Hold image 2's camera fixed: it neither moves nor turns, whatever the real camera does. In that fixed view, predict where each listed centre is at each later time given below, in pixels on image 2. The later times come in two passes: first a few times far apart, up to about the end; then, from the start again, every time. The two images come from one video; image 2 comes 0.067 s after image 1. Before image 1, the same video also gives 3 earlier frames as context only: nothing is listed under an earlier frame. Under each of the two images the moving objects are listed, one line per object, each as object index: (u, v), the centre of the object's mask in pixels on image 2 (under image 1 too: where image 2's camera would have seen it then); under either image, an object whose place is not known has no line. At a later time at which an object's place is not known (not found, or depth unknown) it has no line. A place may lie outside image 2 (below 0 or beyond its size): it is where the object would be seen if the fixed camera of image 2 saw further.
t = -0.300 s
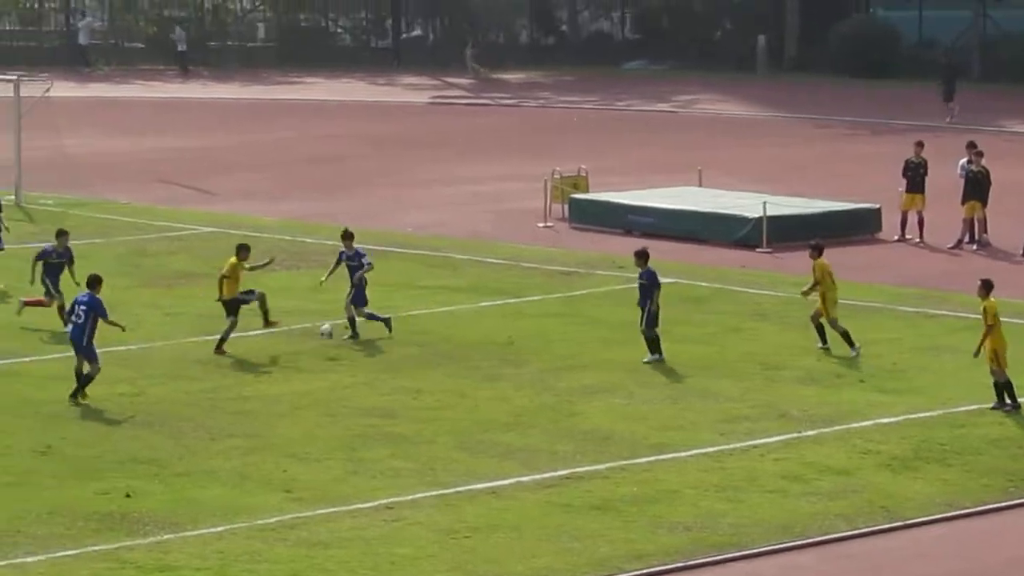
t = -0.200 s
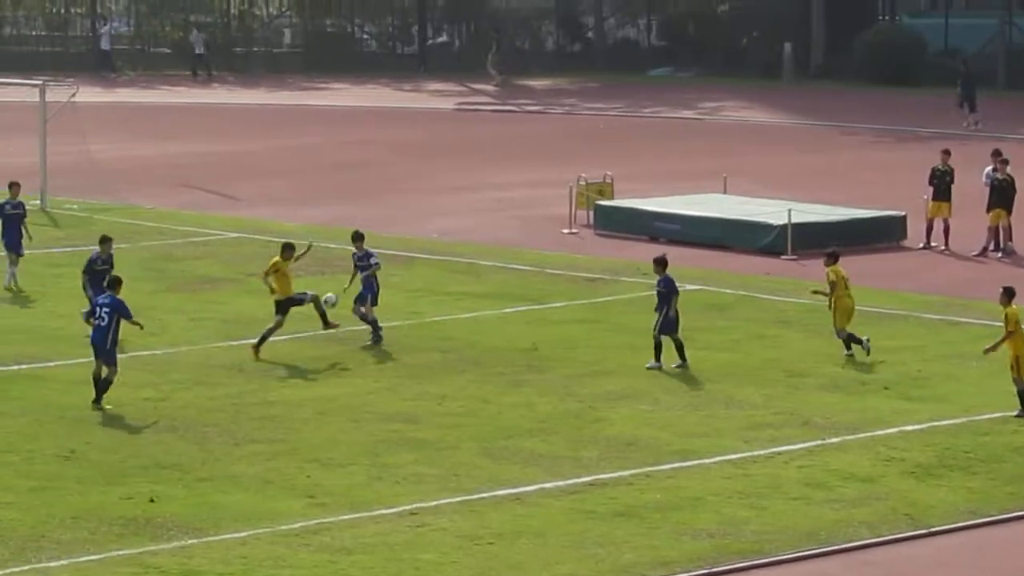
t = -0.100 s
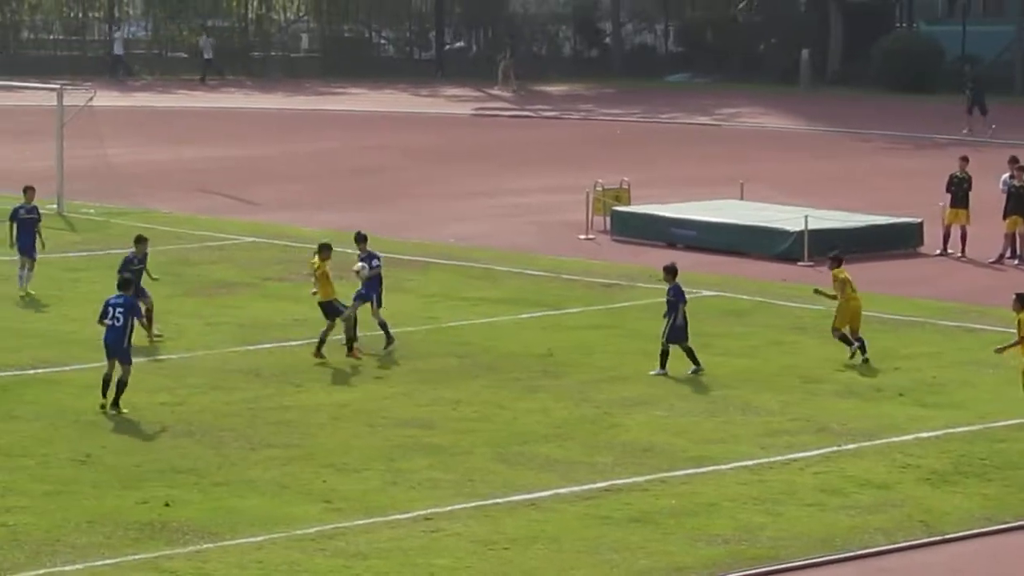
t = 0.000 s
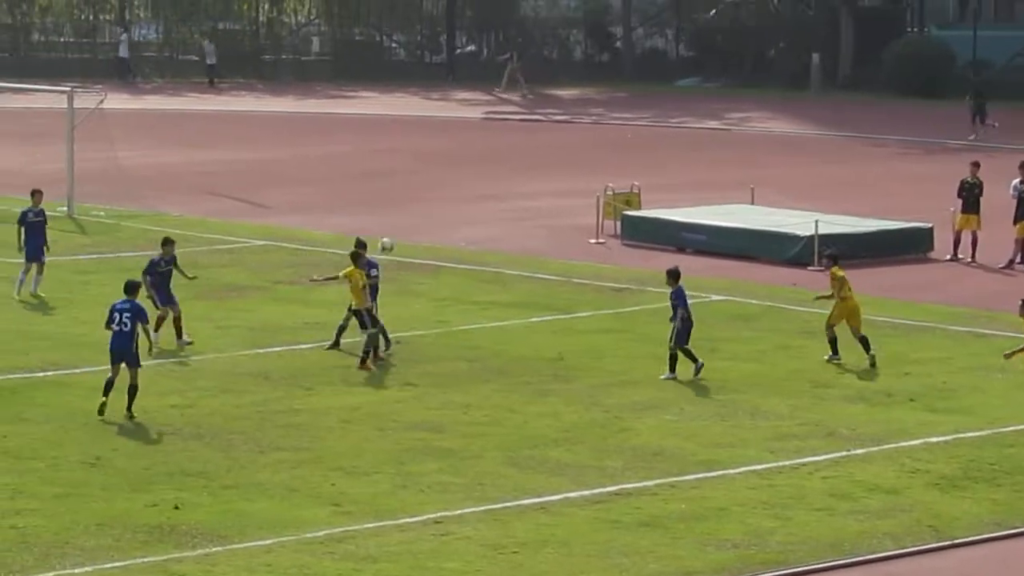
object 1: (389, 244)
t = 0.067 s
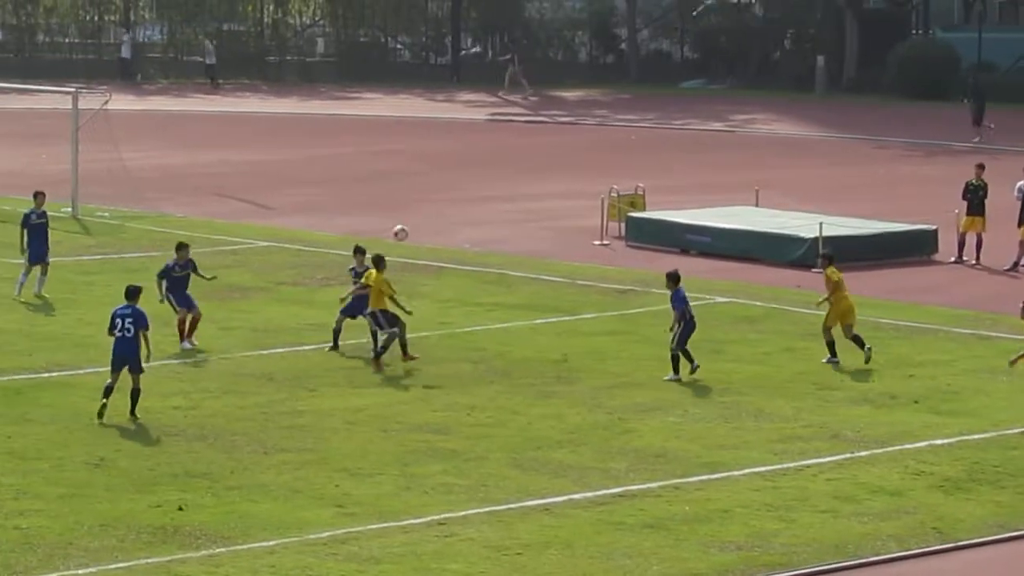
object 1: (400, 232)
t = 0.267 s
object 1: (428, 206)
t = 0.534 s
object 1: (470, 217)
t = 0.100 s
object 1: (405, 224)
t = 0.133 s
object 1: (410, 219)
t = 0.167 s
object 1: (414, 215)
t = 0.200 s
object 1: (420, 213)
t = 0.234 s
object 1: (425, 210)
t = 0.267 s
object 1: (428, 206)
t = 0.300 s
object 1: (434, 205)
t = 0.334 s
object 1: (439, 205)
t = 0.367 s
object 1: (445, 207)
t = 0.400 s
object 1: (449, 208)
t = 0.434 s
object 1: (454, 209)
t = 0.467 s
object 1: (459, 212)
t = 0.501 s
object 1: (464, 214)
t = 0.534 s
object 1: (470, 217)
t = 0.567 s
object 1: (474, 224)
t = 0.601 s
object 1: (479, 229)
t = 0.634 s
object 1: (484, 236)
